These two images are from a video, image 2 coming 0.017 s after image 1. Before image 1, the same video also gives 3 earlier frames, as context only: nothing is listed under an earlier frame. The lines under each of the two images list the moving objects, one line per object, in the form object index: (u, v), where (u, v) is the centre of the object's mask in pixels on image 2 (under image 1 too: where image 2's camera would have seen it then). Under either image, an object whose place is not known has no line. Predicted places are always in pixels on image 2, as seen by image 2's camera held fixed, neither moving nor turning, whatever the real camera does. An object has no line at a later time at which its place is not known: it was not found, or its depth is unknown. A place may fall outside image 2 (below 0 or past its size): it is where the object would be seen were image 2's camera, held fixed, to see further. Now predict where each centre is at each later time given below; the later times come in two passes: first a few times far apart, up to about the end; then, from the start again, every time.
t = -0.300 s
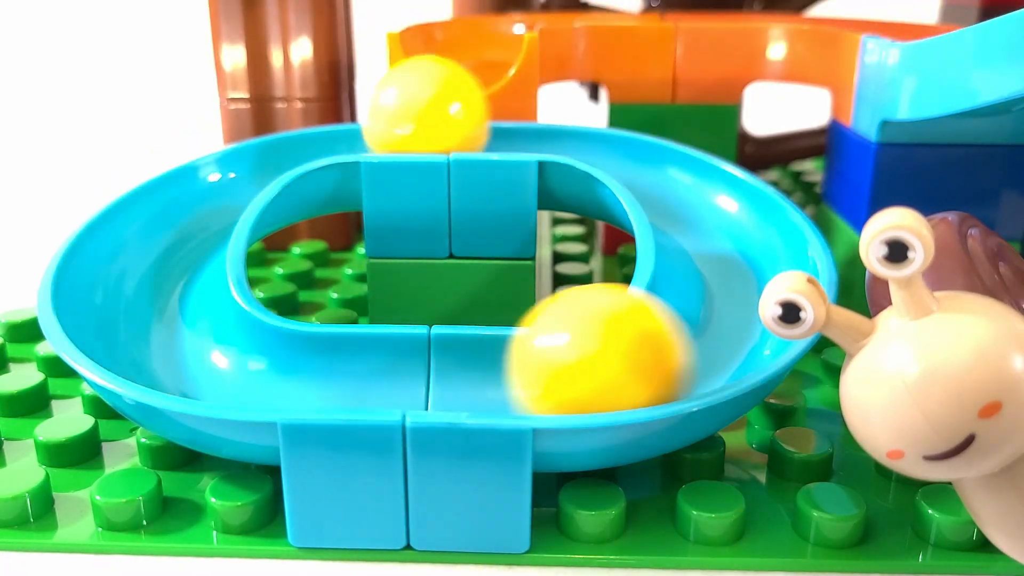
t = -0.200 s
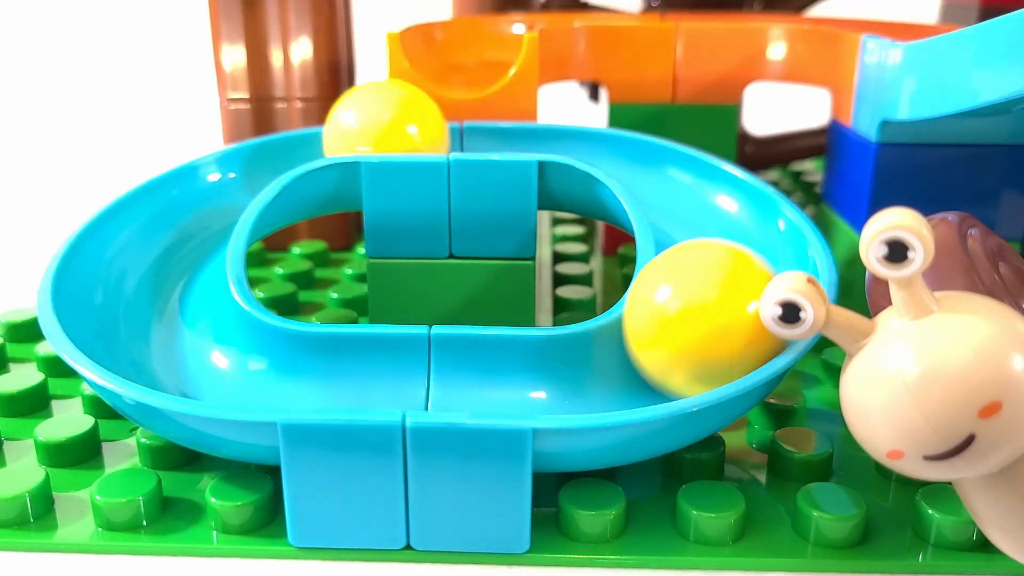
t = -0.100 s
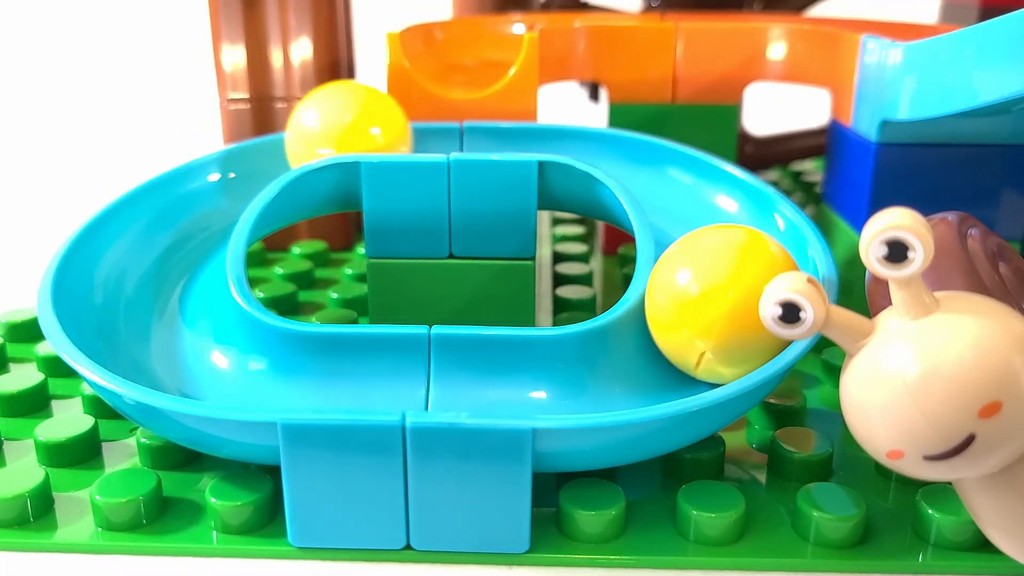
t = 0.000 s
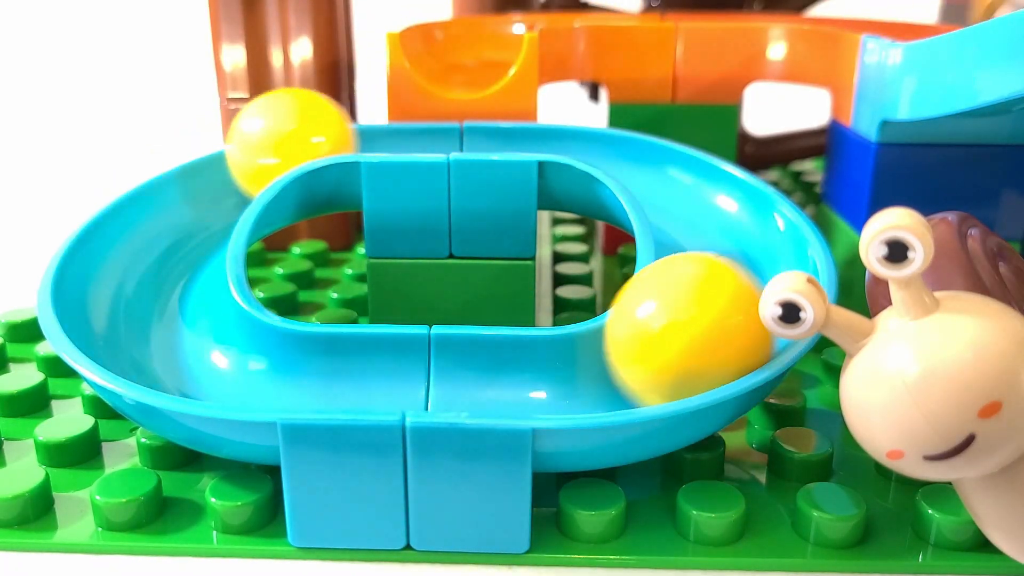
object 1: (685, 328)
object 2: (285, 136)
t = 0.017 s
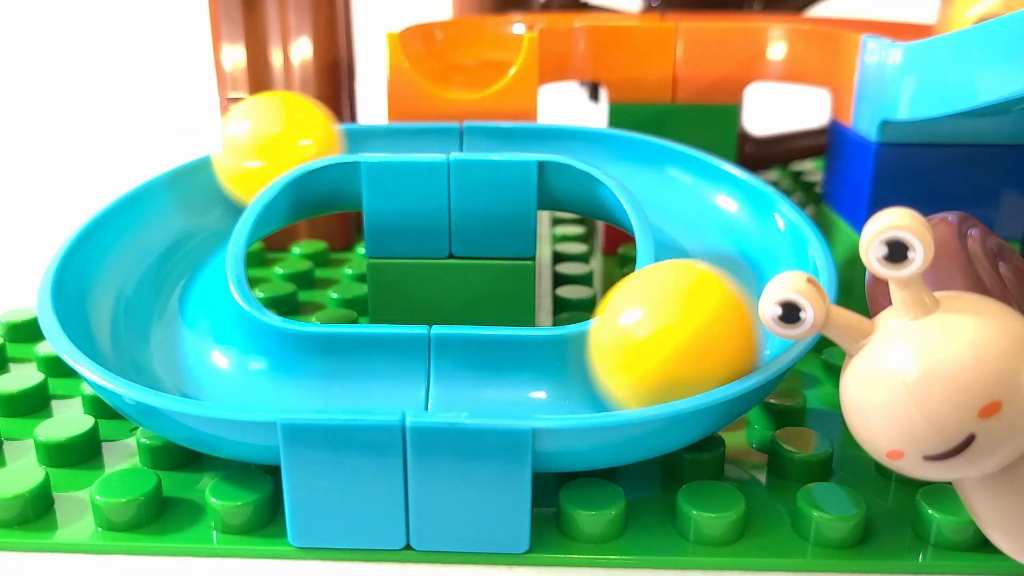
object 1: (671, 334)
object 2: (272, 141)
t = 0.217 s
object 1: (363, 351)
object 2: (170, 323)
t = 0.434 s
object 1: (525, 356)
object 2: (263, 350)
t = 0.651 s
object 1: (651, 342)
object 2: (468, 355)
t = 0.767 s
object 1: (660, 340)
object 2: (494, 356)
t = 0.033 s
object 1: (654, 340)
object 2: (258, 148)
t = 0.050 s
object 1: (634, 346)
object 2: (243, 156)
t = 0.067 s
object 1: (611, 350)
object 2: (227, 166)
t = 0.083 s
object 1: (585, 353)
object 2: (210, 178)
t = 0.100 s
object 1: (557, 355)
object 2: (193, 193)
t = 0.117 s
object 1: (529, 355)
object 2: (176, 209)
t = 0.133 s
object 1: (501, 355)
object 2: (160, 226)
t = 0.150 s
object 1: (474, 353)
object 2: (147, 244)
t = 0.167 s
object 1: (445, 353)
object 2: (140, 265)
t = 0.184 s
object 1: (418, 352)
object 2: (139, 285)
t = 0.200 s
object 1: (391, 351)
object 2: (149, 307)
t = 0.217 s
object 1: (363, 351)
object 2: (170, 323)
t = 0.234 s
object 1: (359, 351)
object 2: (181, 328)
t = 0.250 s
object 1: (385, 351)
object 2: (171, 321)
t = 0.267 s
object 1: (412, 352)
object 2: (167, 321)
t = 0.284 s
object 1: (431, 352)
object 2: (169, 318)
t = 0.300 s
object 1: (449, 354)
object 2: (167, 319)
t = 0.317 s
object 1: (463, 354)
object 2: (165, 322)
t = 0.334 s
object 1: (474, 355)
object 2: (172, 325)
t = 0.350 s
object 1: (482, 356)
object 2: (184, 330)
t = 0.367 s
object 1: (491, 356)
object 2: (194, 335)
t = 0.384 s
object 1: (500, 356)
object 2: (208, 339)
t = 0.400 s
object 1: (508, 356)
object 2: (224, 343)
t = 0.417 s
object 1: (517, 356)
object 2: (243, 347)
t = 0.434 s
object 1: (525, 356)
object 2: (263, 350)
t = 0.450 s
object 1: (535, 356)
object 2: (286, 351)
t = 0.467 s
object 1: (544, 356)
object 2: (310, 352)
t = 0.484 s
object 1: (552, 356)
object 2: (335, 352)
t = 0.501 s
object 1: (560, 356)
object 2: (360, 353)
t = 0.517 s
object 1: (567, 355)
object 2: (383, 353)
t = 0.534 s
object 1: (581, 354)
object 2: (399, 354)
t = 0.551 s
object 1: (596, 353)
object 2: (407, 354)
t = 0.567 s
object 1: (609, 351)
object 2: (417, 354)
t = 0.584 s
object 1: (620, 349)
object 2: (427, 354)
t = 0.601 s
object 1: (630, 347)
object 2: (437, 354)
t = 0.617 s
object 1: (639, 345)
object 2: (448, 355)
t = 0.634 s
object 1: (647, 344)
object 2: (458, 355)
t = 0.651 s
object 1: (651, 342)
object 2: (468, 355)
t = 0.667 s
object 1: (653, 341)
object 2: (478, 355)
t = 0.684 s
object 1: (656, 341)
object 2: (488, 356)
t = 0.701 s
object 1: (660, 340)
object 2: (492, 356)
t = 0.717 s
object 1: (662, 339)
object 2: (495, 356)
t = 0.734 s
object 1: (661, 339)
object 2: (496, 356)
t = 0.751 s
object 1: (661, 339)
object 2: (496, 356)
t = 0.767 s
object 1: (660, 340)
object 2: (494, 356)
